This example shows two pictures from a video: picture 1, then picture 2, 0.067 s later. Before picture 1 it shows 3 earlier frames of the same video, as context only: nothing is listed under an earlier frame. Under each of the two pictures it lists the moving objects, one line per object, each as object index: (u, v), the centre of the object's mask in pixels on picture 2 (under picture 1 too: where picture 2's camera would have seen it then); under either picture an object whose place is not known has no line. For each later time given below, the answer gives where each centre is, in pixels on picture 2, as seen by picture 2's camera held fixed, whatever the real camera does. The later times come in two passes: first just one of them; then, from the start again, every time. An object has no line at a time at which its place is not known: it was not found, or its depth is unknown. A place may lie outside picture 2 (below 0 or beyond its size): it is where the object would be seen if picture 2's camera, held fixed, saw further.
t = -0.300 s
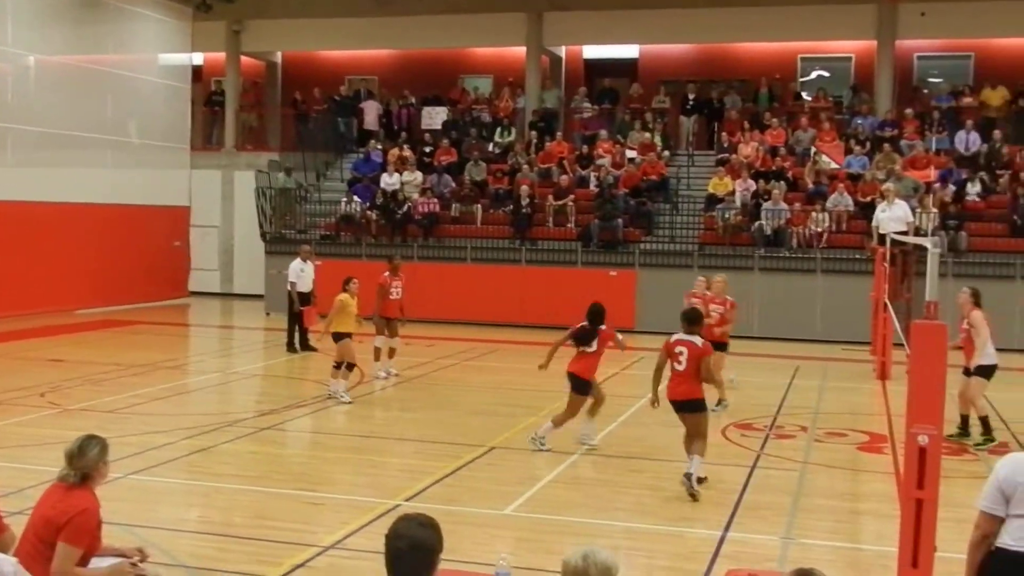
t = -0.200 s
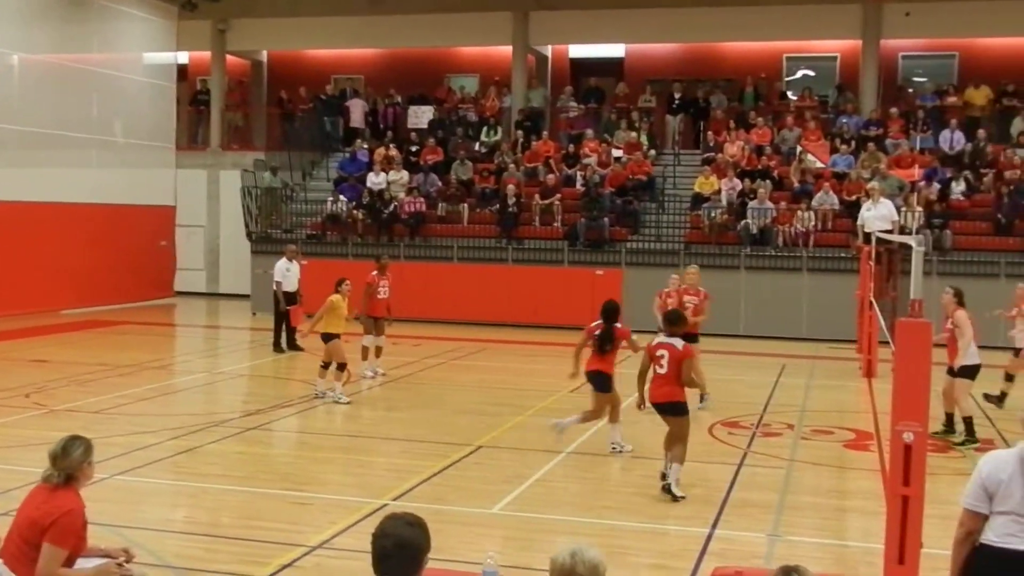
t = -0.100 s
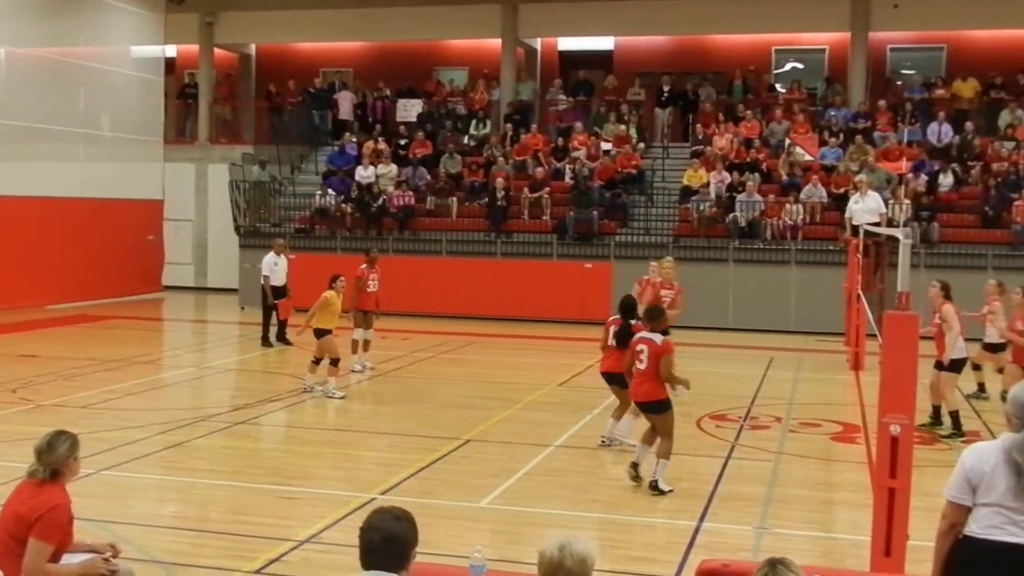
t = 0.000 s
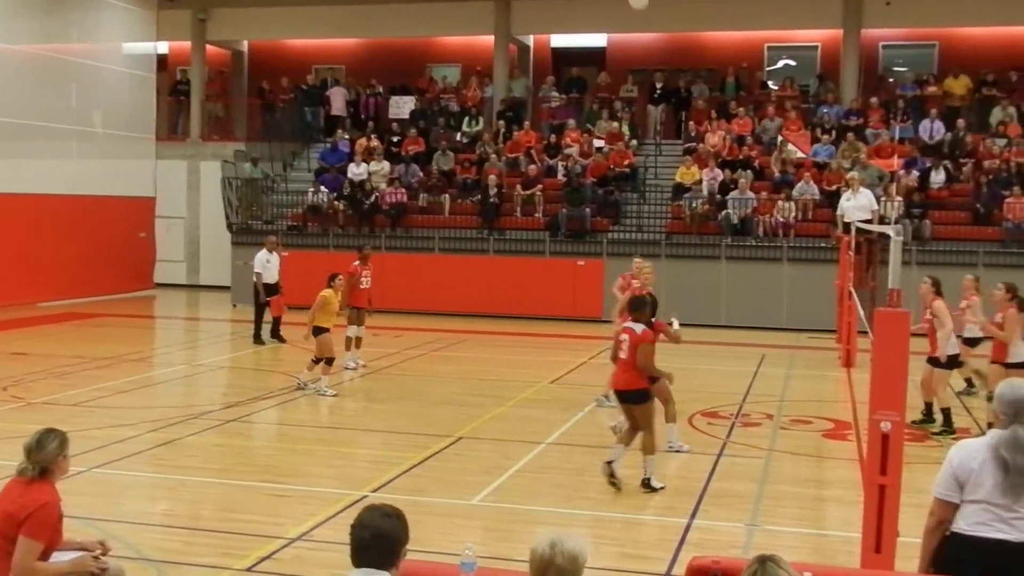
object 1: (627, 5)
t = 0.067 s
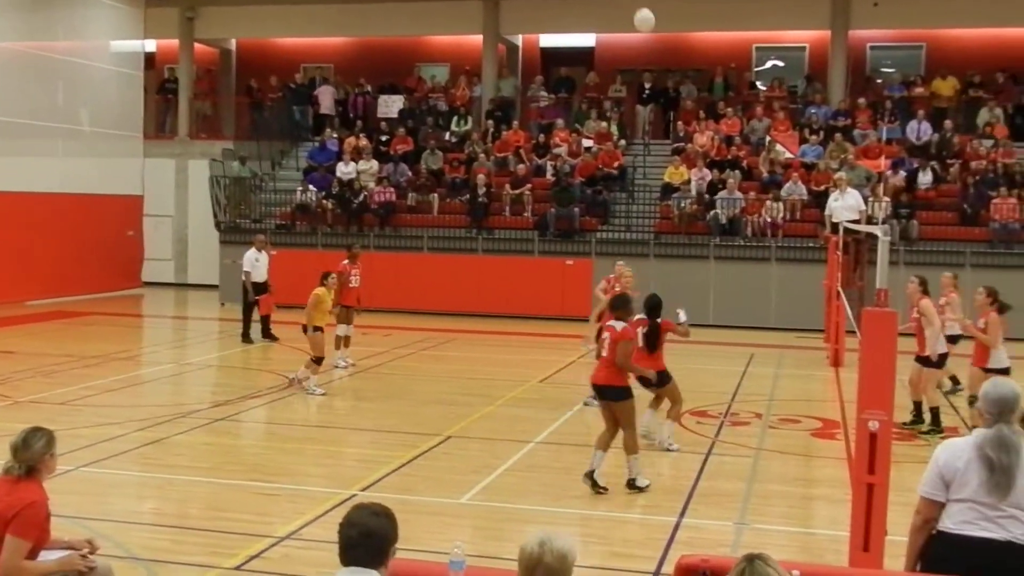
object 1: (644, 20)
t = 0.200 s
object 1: (676, 80)
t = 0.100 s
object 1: (652, 33)
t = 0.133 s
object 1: (659, 49)
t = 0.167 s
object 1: (668, 64)
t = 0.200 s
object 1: (676, 80)
